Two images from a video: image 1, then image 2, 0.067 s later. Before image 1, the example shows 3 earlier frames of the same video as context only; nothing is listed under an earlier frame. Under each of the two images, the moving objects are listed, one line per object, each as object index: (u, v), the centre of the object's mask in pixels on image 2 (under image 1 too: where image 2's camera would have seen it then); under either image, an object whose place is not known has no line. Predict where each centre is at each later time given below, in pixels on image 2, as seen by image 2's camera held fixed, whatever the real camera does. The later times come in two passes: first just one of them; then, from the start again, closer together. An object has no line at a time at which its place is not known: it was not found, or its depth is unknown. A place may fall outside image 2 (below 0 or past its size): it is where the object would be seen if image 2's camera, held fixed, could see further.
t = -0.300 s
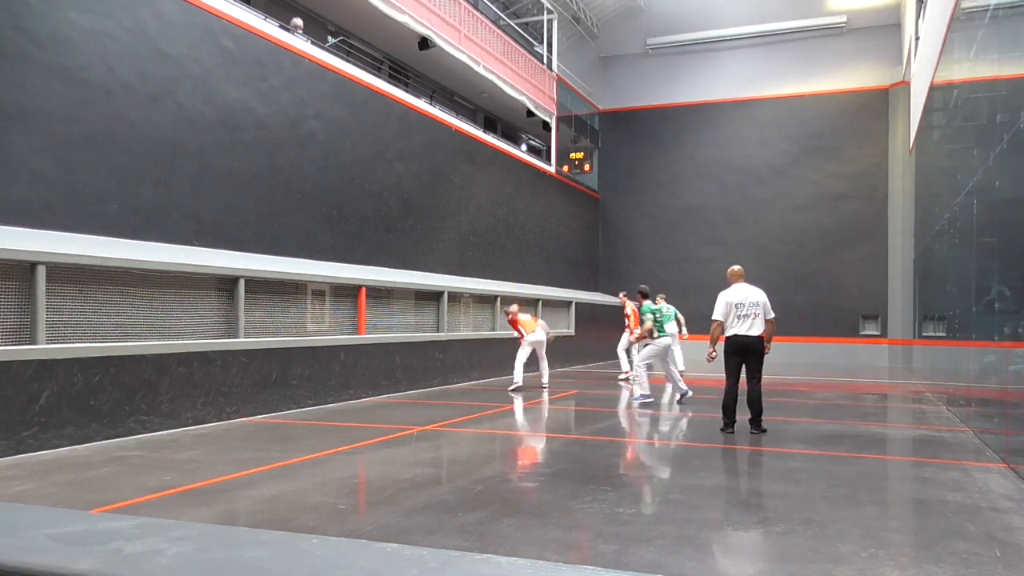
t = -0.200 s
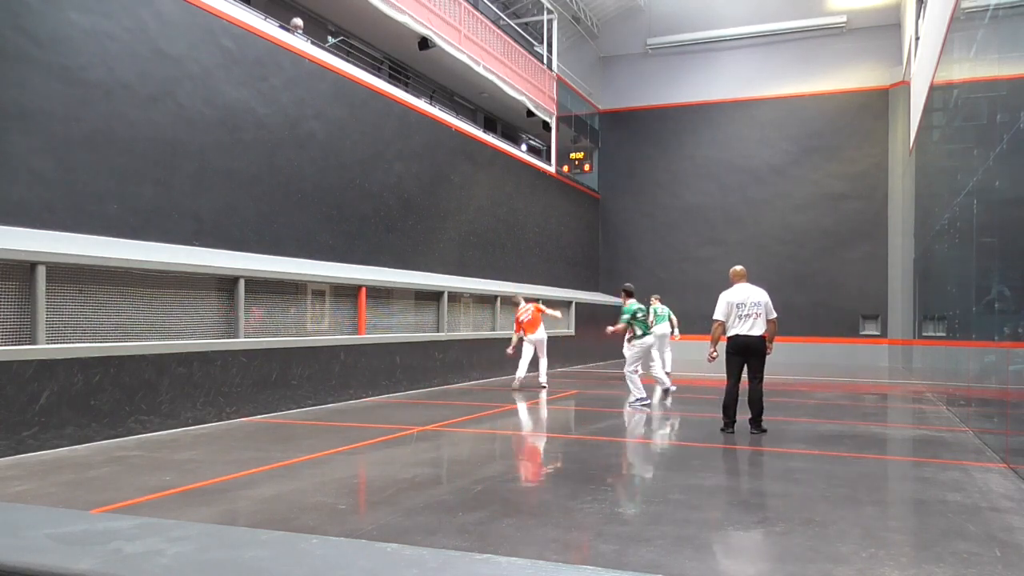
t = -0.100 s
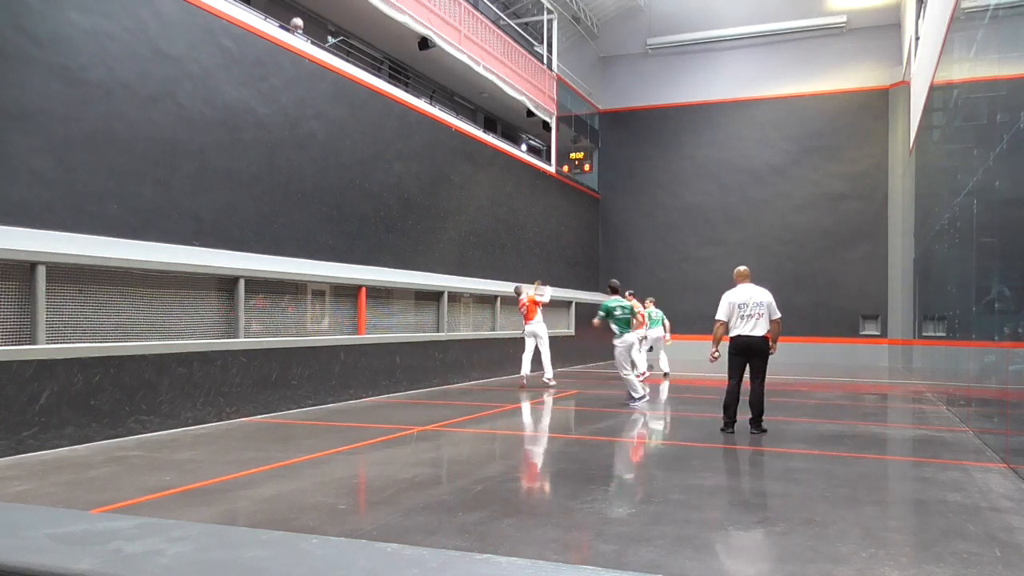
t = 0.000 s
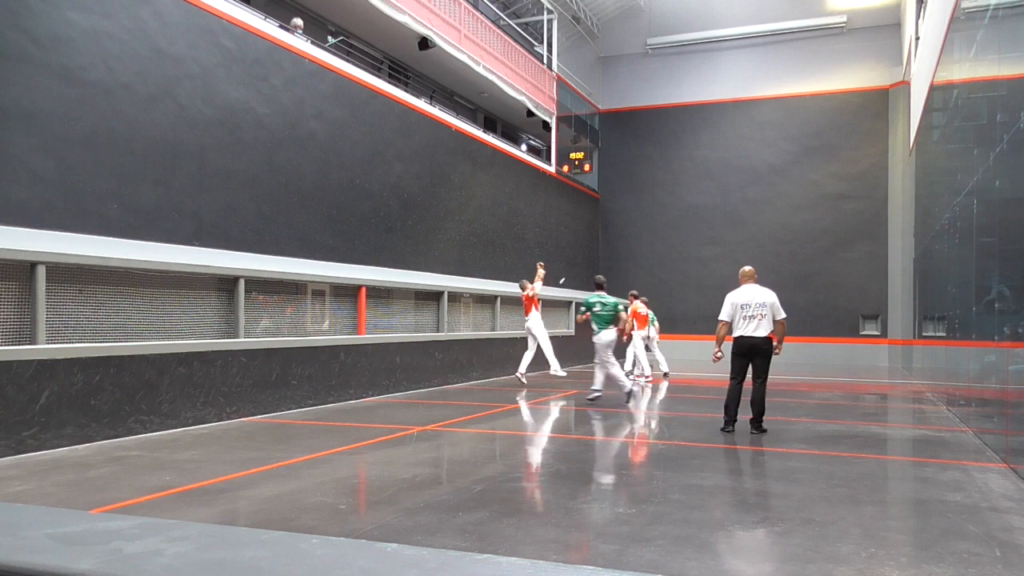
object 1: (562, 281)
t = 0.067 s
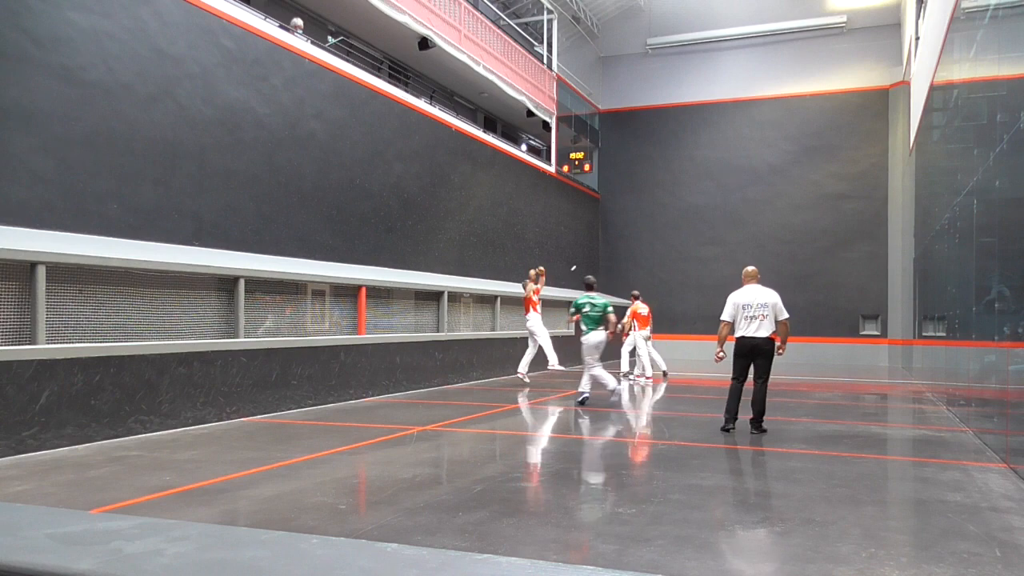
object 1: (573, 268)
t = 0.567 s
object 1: (603, 233)
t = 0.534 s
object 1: (605, 235)
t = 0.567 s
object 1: (603, 233)
